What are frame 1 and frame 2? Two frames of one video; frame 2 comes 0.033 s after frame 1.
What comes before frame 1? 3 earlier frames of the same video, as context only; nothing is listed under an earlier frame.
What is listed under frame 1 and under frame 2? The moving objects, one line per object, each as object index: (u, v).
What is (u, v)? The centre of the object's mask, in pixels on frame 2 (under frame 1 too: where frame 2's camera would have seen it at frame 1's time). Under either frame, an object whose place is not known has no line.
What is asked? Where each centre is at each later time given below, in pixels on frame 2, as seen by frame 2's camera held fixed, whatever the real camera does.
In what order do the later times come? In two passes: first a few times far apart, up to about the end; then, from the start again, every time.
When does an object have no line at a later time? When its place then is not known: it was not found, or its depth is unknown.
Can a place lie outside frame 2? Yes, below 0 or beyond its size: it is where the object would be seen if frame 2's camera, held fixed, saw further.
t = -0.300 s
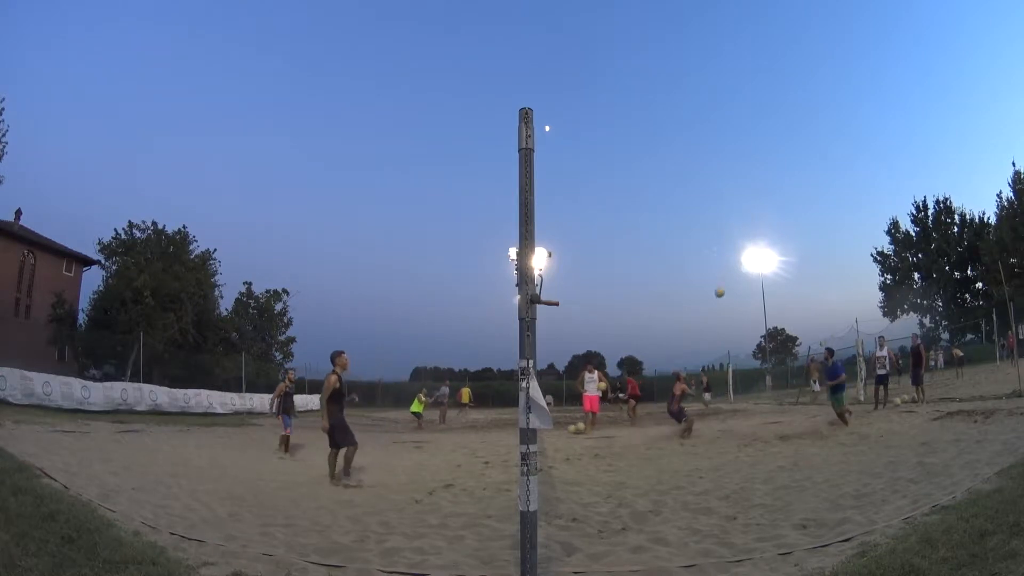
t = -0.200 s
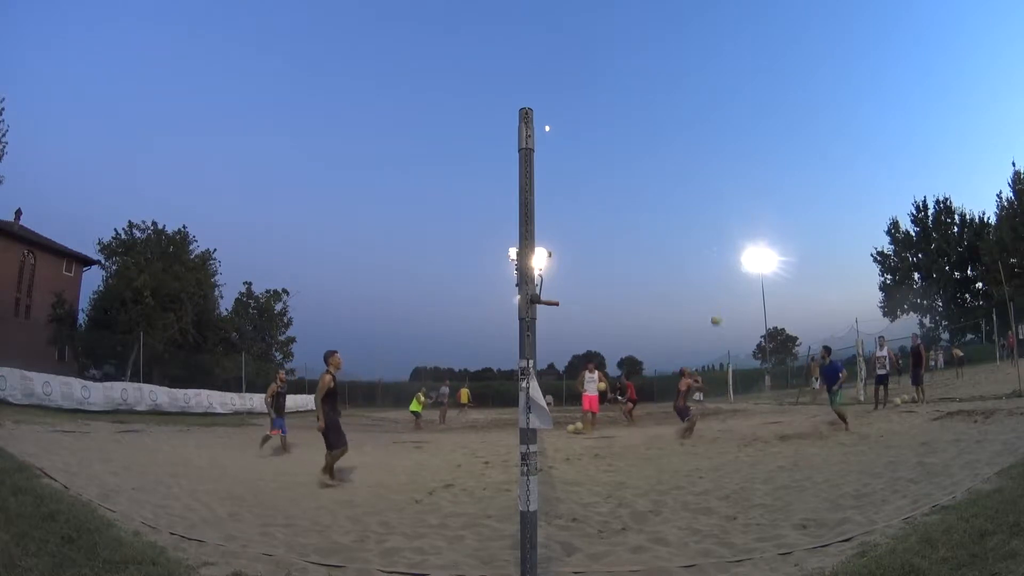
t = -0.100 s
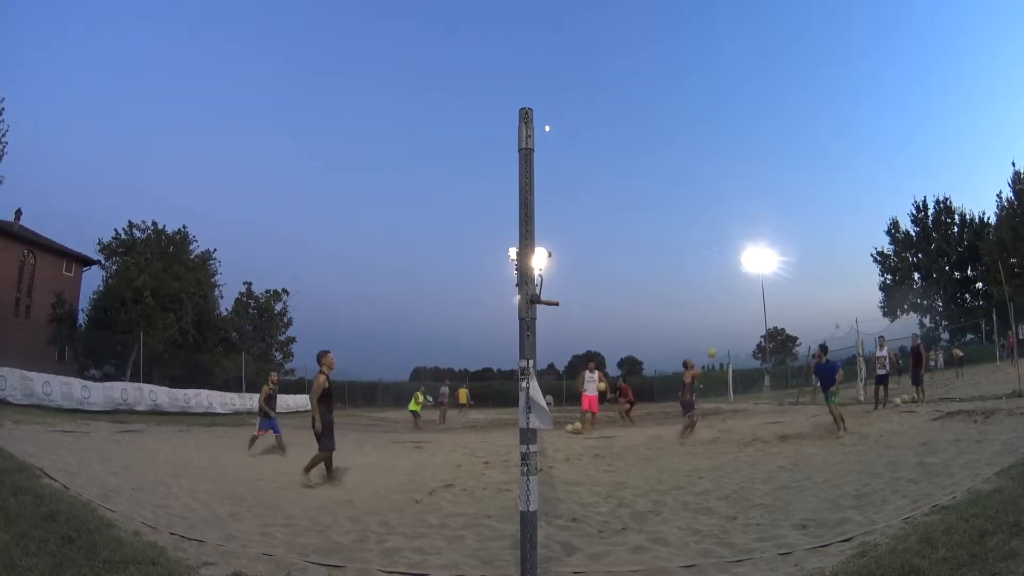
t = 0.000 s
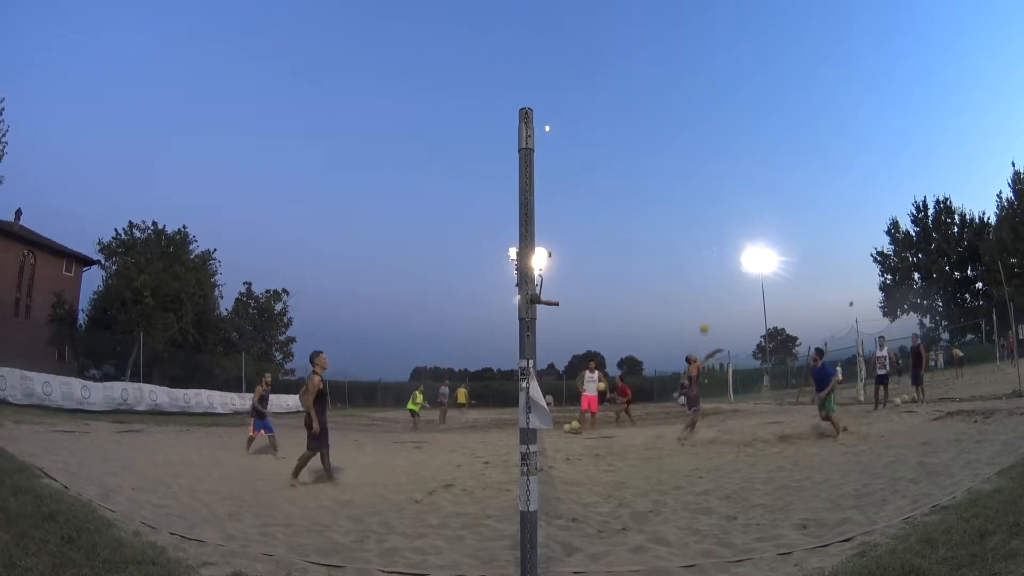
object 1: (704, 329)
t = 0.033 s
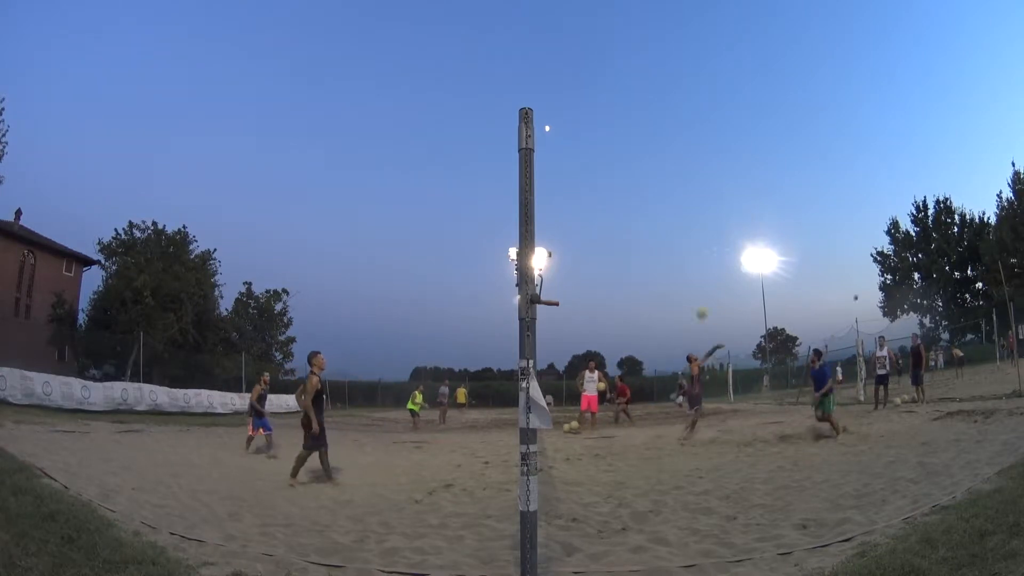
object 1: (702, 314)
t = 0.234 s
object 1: (682, 236)
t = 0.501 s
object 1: (658, 166)
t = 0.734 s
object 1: (641, 131)
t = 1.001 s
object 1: (625, 119)
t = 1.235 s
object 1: (615, 132)
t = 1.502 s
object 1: (607, 180)
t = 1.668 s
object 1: (602, 233)
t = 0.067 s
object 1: (698, 299)
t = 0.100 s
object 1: (695, 285)
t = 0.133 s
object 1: (692, 272)
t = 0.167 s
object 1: (688, 260)
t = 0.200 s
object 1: (686, 249)
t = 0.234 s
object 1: (682, 236)
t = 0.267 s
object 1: (679, 226)
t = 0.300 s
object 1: (676, 215)
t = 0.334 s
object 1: (673, 206)
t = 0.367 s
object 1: (670, 197)
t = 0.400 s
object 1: (667, 188)
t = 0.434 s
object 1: (663, 180)
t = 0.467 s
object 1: (661, 172)
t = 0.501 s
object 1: (658, 166)
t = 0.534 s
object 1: (655, 159)
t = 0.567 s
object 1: (653, 154)
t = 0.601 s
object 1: (650, 148)
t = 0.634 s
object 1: (648, 143)
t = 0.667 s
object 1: (645, 138)
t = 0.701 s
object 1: (643, 134)
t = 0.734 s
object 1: (641, 131)
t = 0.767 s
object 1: (638, 128)
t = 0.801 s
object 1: (636, 125)
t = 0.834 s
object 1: (634, 123)
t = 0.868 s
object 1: (632, 121)
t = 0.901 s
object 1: (630, 120)
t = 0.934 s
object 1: (628, 119)
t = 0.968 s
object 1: (627, 119)
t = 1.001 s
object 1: (625, 119)
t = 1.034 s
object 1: (623, 119)
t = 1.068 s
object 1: (622, 120)
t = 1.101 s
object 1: (620, 122)
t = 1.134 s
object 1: (619, 124)
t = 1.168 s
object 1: (617, 126)
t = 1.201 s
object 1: (616, 129)
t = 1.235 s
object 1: (615, 132)
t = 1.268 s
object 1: (613, 136)
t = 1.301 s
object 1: (612, 141)
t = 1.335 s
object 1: (611, 146)
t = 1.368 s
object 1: (610, 151)
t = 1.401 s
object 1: (609, 158)
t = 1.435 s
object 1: (609, 165)
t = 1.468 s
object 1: (608, 172)
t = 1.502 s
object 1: (607, 180)
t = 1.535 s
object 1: (606, 190)
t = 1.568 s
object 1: (605, 199)
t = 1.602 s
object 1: (604, 209)
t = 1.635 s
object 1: (603, 221)
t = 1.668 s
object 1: (602, 233)
